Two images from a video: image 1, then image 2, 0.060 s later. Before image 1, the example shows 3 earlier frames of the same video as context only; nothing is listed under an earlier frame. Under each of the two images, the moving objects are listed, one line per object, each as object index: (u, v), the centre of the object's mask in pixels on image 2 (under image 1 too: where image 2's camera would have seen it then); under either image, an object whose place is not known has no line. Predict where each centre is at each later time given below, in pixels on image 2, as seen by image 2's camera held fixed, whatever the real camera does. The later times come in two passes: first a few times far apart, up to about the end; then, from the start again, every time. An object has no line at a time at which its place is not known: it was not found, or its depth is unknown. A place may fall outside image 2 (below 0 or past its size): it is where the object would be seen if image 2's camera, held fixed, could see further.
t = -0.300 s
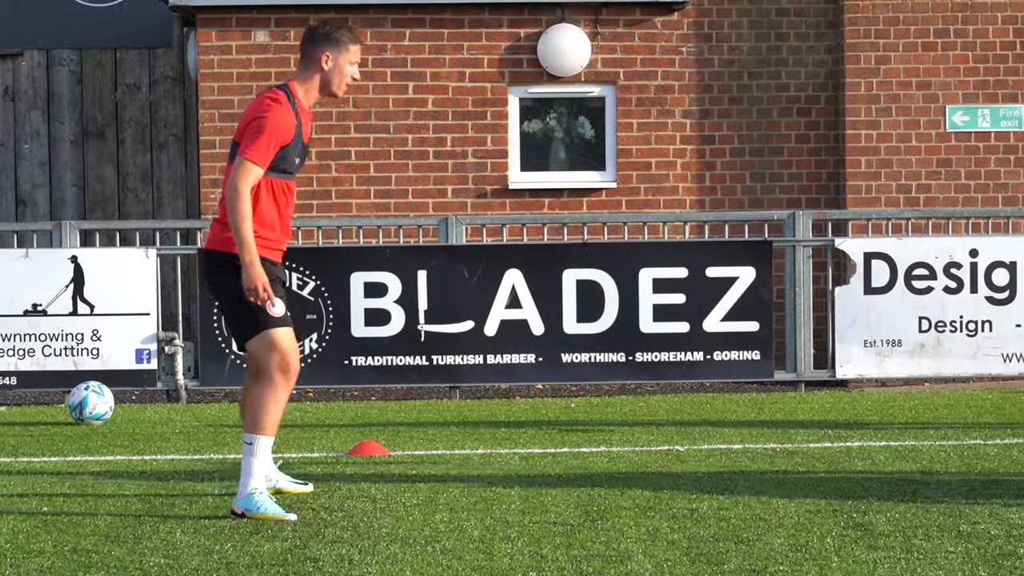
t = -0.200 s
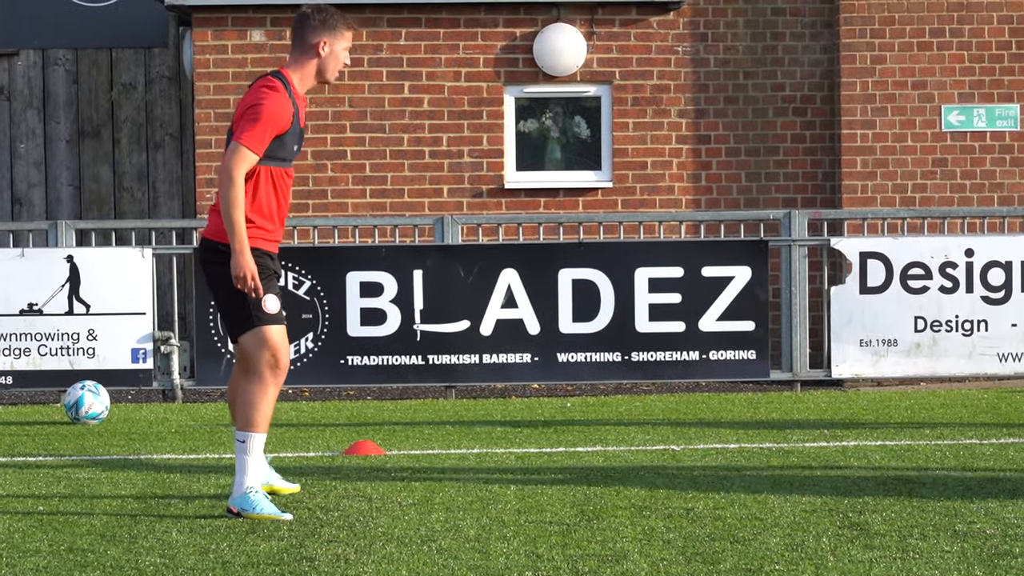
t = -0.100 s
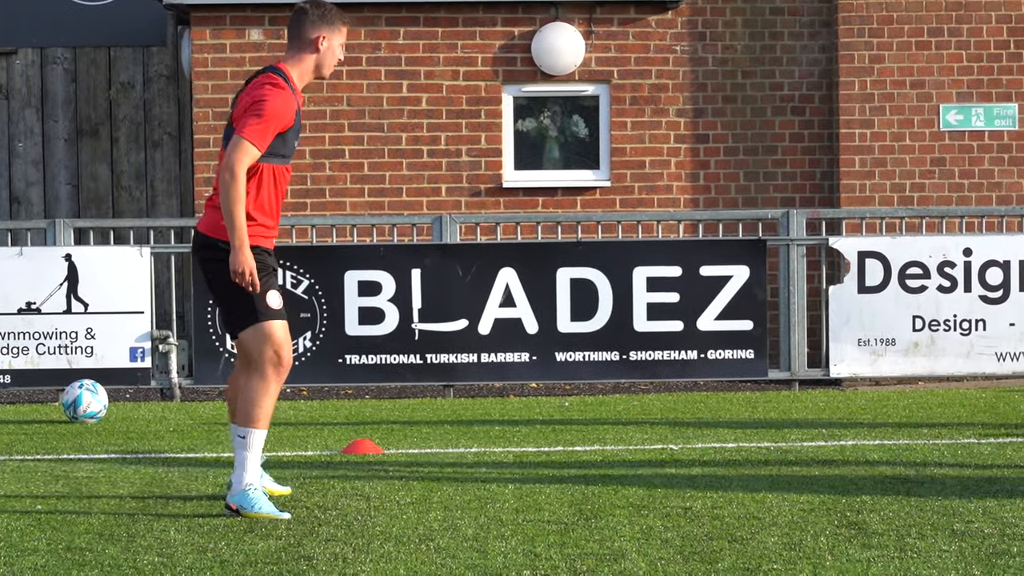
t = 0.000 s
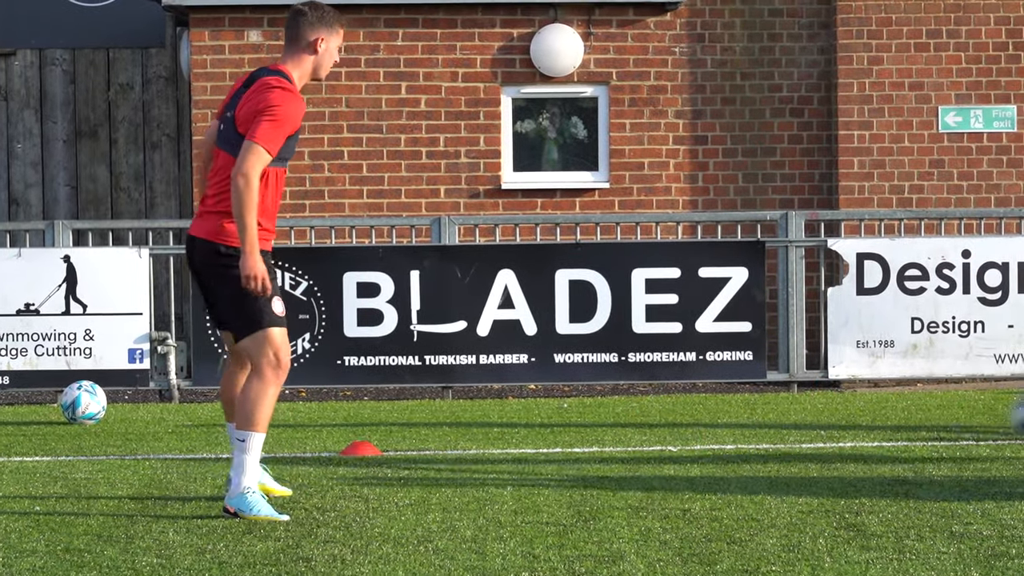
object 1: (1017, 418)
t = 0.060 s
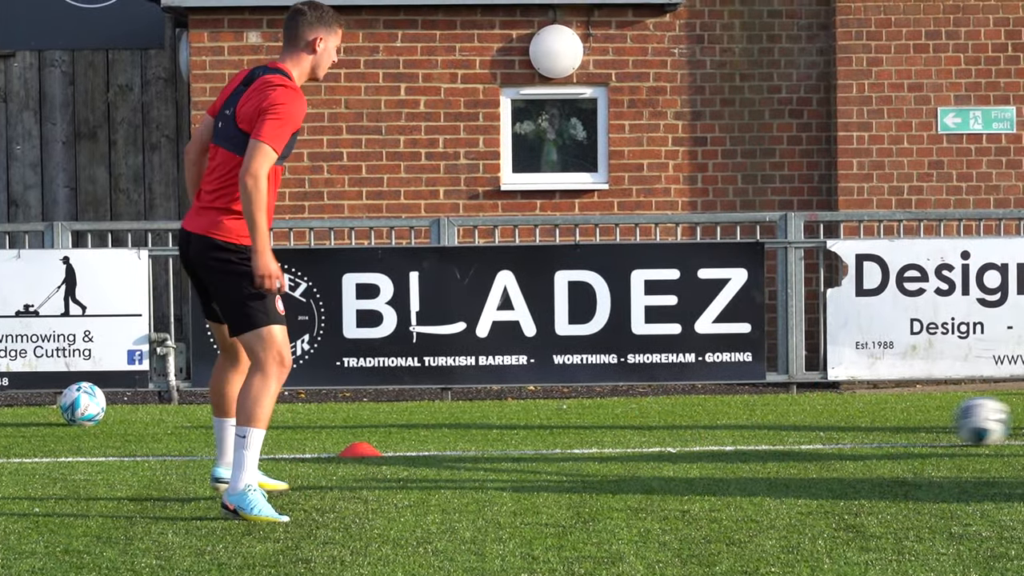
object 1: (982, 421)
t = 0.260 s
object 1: (803, 433)
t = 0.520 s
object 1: (595, 444)
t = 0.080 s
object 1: (964, 423)
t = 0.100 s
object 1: (946, 424)
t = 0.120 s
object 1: (926, 424)
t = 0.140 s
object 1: (908, 427)
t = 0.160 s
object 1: (889, 428)
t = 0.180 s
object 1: (871, 428)
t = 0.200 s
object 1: (854, 430)
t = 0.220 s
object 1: (836, 432)
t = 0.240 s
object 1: (818, 433)
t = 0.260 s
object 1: (803, 433)
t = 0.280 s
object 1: (787, 434)
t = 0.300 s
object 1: (771, 434)
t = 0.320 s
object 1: (754, 436)
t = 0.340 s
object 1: (737, 437)
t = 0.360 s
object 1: (721, 438)
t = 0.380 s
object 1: (704, 439)
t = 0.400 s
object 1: (688, 440)
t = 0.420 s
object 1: (673, 439)
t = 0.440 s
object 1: (656, 441)
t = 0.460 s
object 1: (640, 443)
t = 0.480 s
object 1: (624, 444)
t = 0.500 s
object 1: (609, 443)
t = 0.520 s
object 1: (595, 444)
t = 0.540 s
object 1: (578, 444)
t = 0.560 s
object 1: (563, 445)
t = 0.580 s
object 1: (547, 448)
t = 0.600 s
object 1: (532, 449)
